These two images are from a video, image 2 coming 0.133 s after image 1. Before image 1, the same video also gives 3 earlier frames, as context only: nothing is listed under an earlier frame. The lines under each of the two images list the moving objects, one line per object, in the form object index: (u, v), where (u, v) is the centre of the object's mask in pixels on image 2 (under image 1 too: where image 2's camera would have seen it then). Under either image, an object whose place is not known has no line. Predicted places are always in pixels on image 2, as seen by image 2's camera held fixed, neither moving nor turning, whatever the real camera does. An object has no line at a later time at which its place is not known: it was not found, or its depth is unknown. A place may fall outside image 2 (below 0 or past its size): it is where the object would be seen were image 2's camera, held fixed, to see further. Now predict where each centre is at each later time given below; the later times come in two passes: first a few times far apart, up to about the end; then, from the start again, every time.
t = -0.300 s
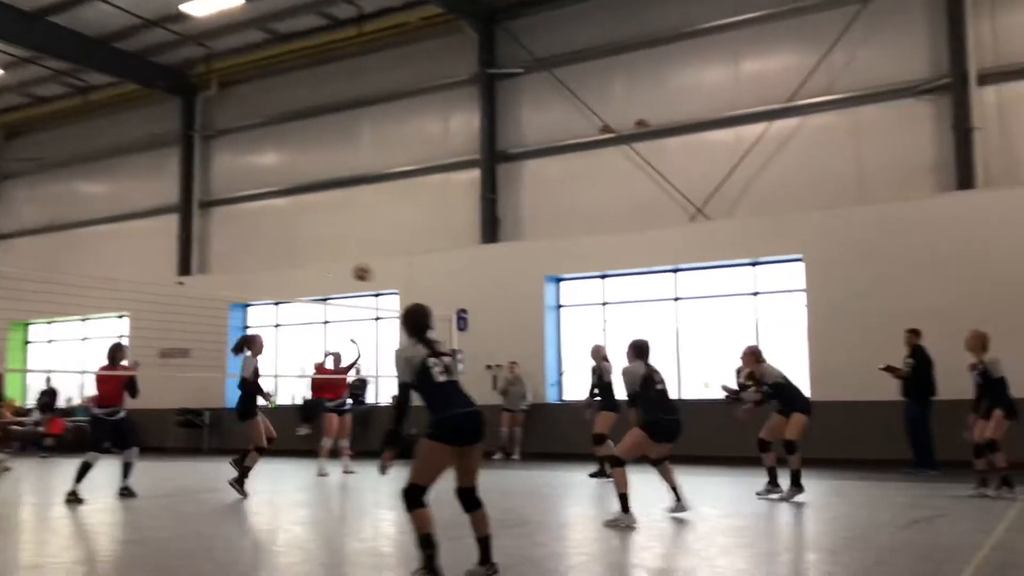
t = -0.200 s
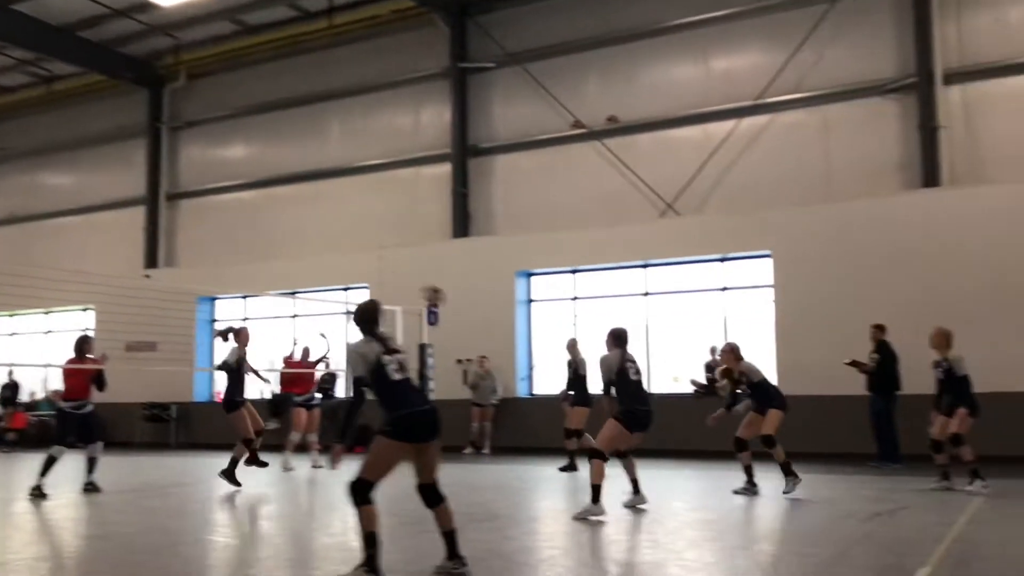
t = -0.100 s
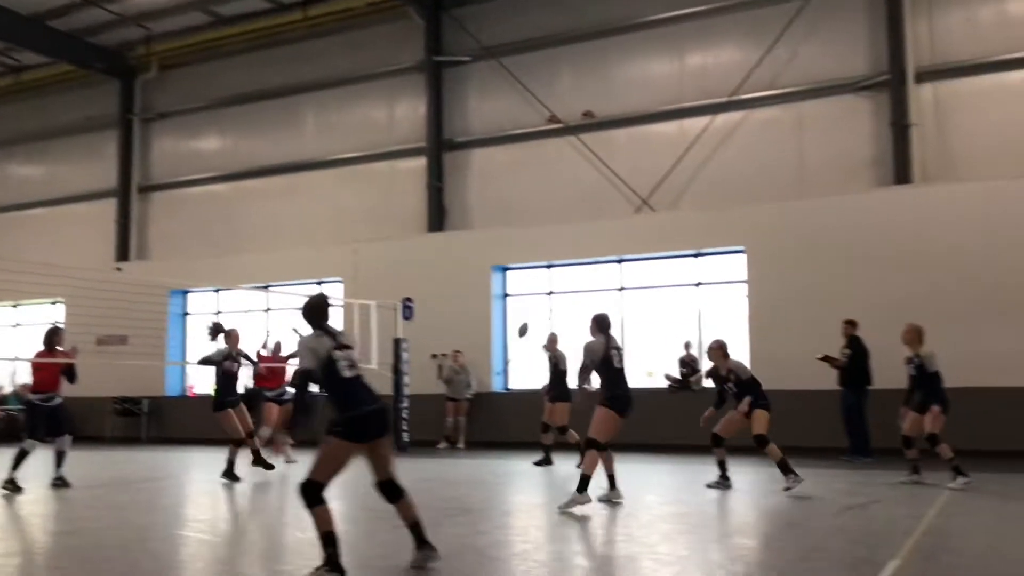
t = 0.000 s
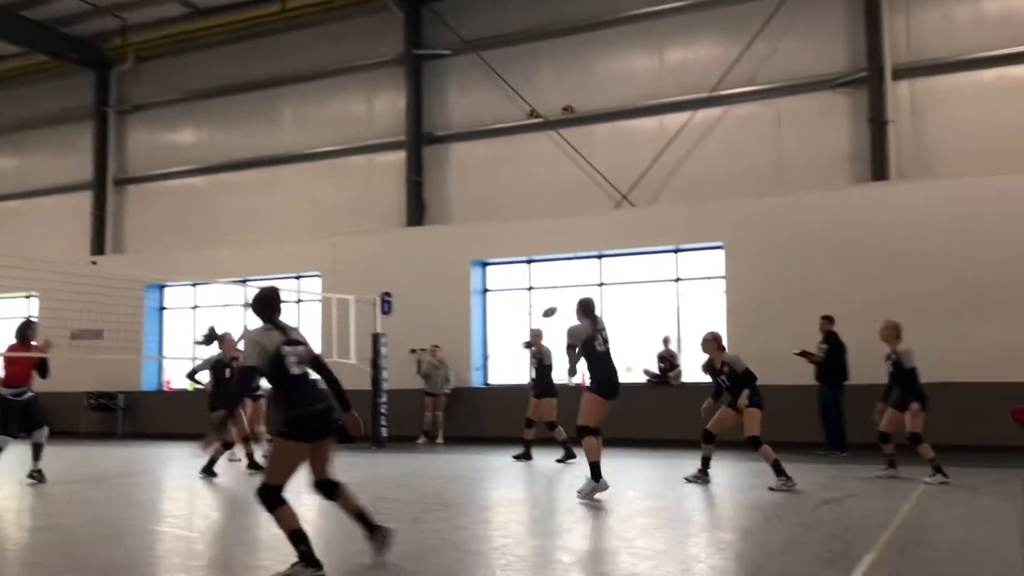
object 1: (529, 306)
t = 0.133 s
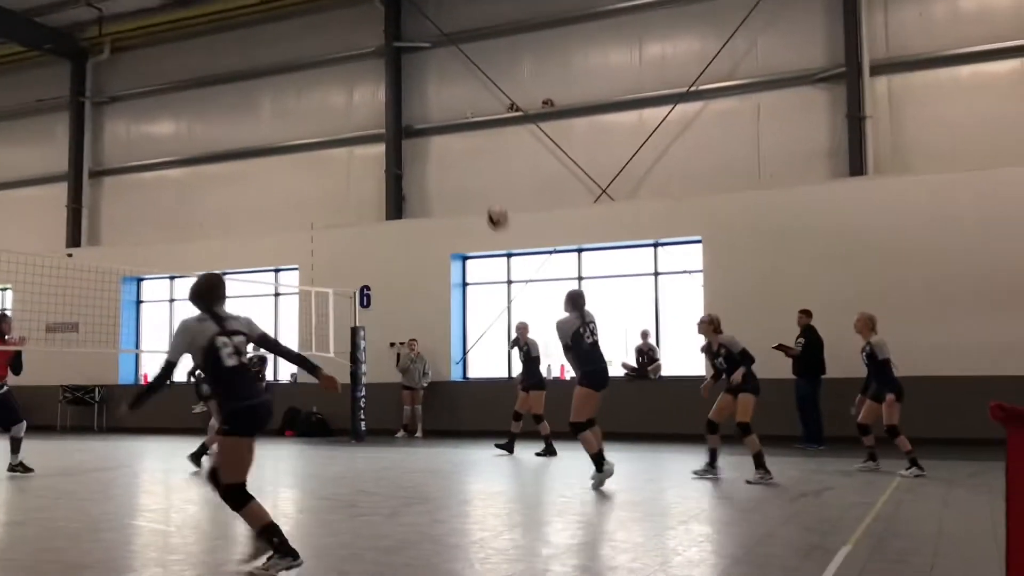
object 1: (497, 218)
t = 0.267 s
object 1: (466, 152)
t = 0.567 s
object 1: (399, 70)
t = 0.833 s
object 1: (342, 76)
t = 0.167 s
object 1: (489, 200)
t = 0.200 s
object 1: (481, 183)
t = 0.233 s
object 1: (474, 167)
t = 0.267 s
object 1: (466, 152)
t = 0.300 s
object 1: (458, 137)
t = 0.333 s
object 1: (451, 124)
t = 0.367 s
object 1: (443, 112)
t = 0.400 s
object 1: (436, 102)
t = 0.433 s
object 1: (428, 94)
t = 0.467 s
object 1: (422, 85)
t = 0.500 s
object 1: (413, 80)
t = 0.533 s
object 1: (406, 73)
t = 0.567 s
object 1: (399, 70)
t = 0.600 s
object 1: (393, 66)
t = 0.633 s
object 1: (386, 64)
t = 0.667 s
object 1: (378, 63)
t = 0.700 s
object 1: (371, 63)
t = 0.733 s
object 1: (364, 65)
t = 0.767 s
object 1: (356, 67)
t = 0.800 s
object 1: (350, 71)
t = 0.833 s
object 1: (342, 76)
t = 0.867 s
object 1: (335, 83)
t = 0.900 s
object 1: (329, 89)
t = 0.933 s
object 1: (321, 99)
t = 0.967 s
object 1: (314, 109)
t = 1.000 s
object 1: (307, 121)
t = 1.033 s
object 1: (301, 132)
